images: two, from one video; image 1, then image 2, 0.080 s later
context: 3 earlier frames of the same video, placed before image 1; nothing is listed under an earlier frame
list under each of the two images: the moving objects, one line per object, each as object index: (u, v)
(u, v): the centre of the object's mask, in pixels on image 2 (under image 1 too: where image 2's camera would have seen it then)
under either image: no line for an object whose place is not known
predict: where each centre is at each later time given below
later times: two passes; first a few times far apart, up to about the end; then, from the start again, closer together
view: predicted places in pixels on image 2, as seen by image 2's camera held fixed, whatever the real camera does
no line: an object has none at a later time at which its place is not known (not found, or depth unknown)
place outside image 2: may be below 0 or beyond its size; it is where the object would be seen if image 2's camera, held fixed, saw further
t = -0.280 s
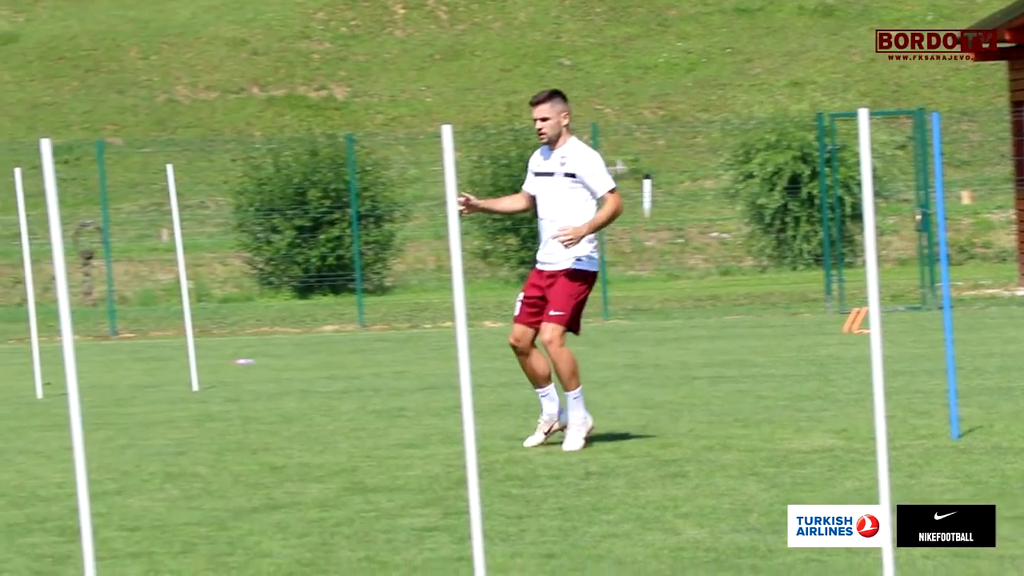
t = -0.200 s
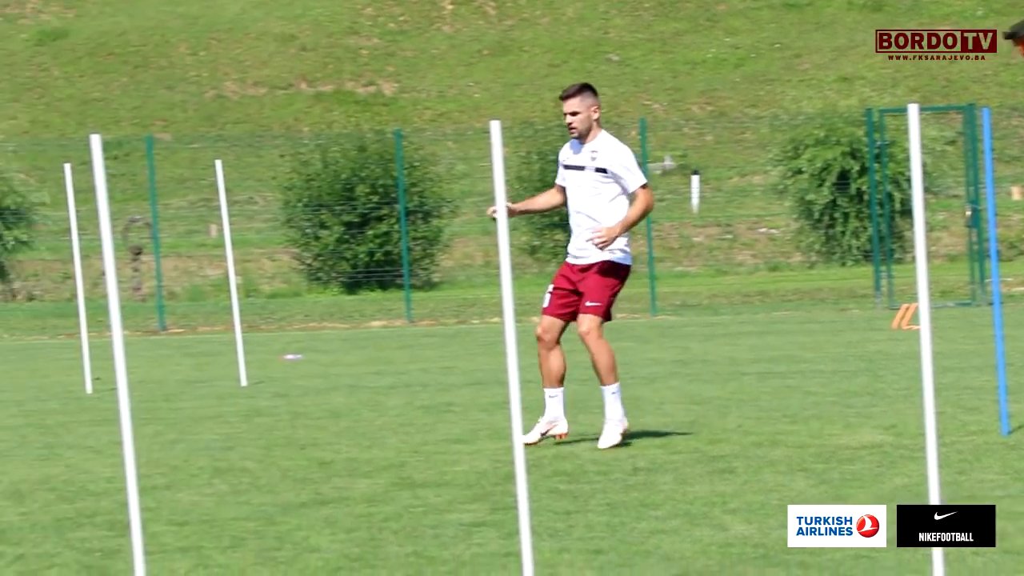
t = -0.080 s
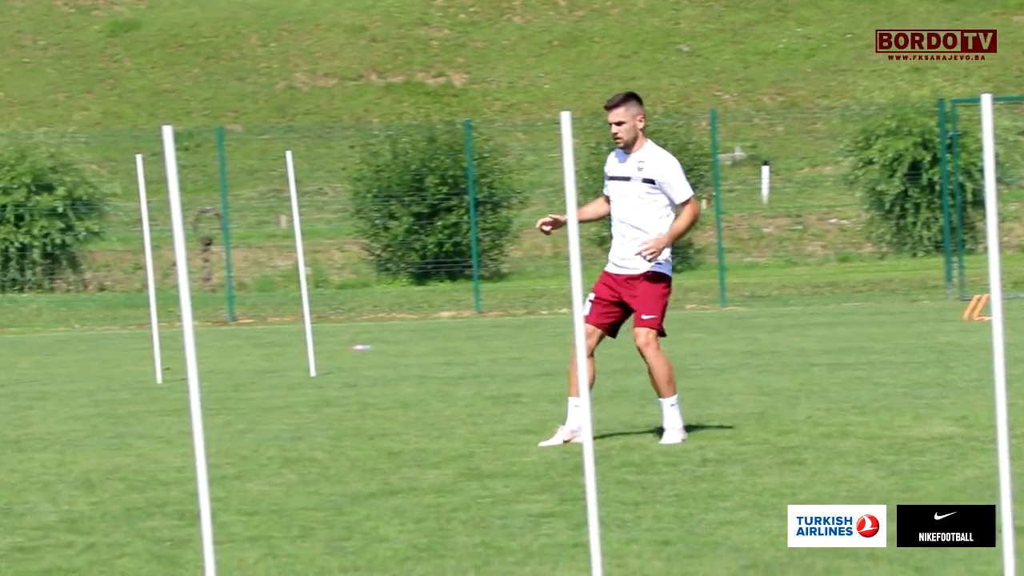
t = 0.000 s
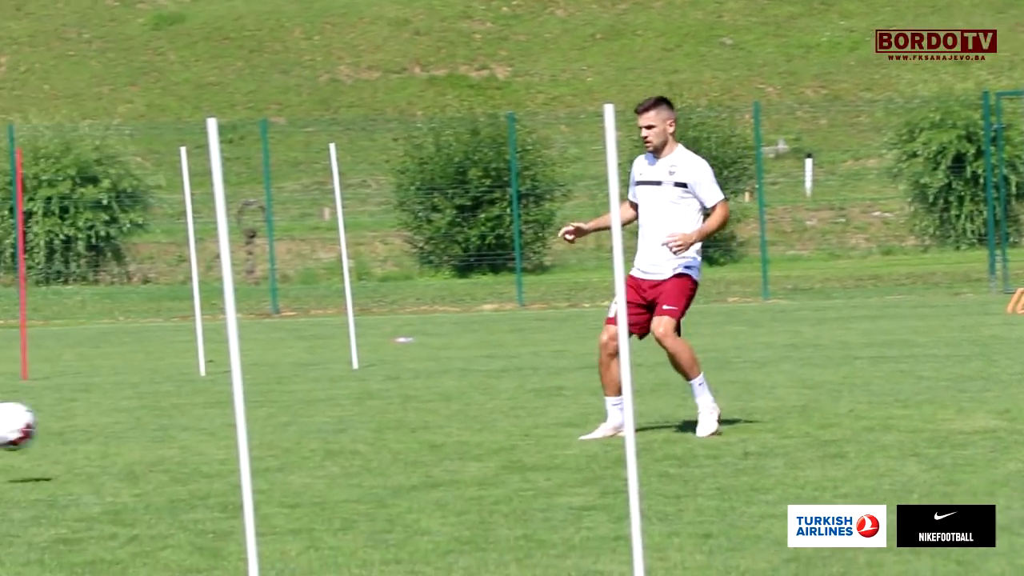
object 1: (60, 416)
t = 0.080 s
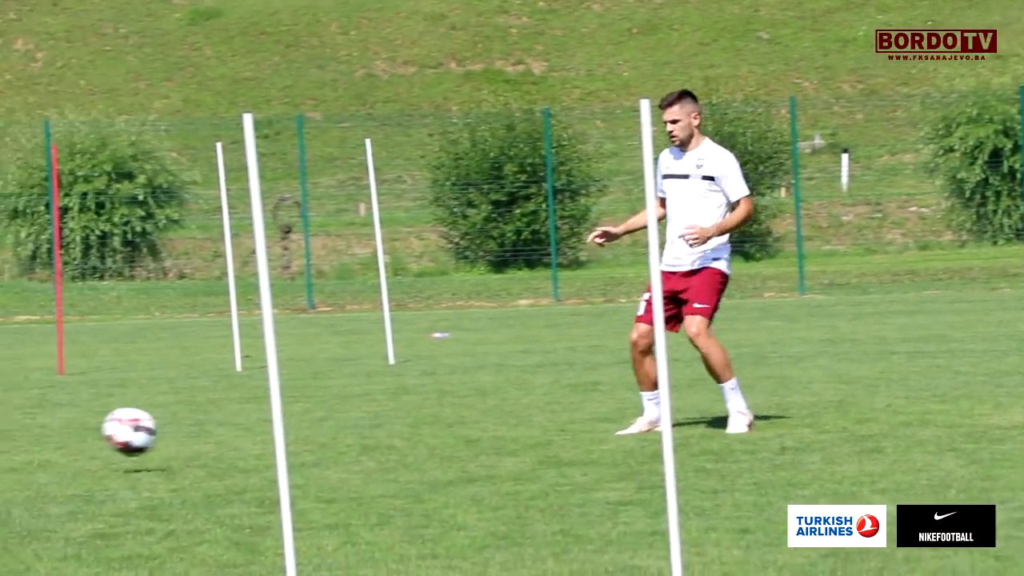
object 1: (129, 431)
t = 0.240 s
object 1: (255, 431)
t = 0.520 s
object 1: (427, 420)
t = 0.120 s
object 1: (170, 442)
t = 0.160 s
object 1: (207, 448)
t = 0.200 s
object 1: (234, 439)
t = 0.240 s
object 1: (255, 431)
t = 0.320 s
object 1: (308, 424)
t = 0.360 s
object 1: (333, 426)
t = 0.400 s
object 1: (358, 431)
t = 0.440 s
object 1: (383, 433)
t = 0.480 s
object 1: (404, 425)
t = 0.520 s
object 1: (427, 420)
